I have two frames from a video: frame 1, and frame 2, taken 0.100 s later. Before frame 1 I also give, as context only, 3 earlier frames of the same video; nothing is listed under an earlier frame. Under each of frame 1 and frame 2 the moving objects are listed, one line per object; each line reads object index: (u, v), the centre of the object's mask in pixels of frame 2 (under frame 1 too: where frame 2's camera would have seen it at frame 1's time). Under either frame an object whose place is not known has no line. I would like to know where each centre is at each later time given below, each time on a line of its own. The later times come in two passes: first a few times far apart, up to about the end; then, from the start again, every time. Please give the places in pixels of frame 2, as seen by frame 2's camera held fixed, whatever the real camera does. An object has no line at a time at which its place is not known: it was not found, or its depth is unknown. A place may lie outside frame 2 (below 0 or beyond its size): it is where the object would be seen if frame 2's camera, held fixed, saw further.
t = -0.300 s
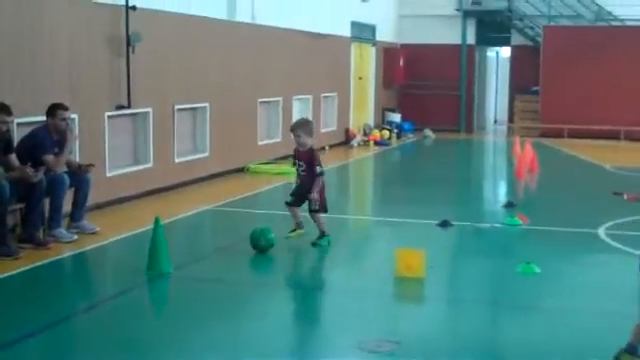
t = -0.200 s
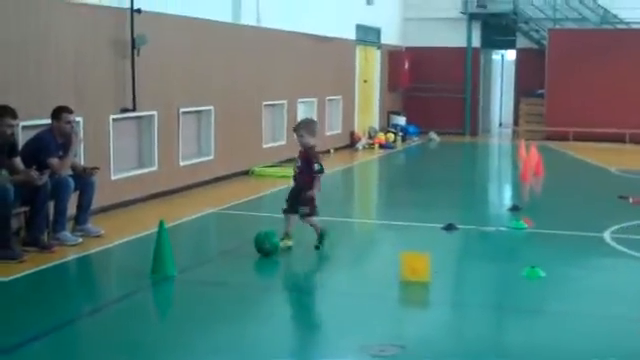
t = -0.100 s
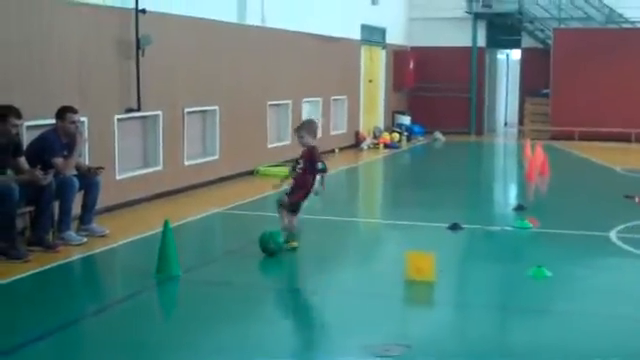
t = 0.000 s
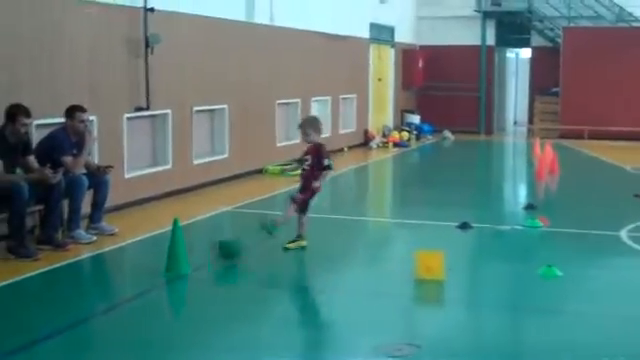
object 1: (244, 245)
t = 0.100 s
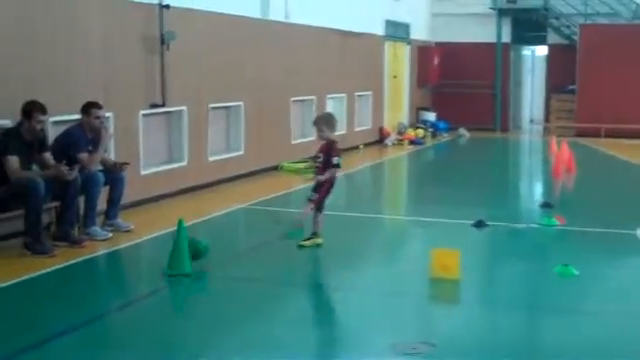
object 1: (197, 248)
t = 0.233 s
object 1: (159, 245)
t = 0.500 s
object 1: (111, 253)
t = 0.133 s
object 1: (186, 244)
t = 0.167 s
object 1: (177, 244)
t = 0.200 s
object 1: (167, 243)
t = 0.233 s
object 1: (159, 245)
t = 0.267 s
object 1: (150, 248)
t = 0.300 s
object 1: (142, 252)
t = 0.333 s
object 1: (136, 248)
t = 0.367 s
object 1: (132, 246)
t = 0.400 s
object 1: (126, 246)
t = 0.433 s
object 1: (121, 247)
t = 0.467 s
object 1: (116, 249)
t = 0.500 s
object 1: (111, 253)
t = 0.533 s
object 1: (106, 252)
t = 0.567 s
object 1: (101, 248)
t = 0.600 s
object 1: (96, 247)
